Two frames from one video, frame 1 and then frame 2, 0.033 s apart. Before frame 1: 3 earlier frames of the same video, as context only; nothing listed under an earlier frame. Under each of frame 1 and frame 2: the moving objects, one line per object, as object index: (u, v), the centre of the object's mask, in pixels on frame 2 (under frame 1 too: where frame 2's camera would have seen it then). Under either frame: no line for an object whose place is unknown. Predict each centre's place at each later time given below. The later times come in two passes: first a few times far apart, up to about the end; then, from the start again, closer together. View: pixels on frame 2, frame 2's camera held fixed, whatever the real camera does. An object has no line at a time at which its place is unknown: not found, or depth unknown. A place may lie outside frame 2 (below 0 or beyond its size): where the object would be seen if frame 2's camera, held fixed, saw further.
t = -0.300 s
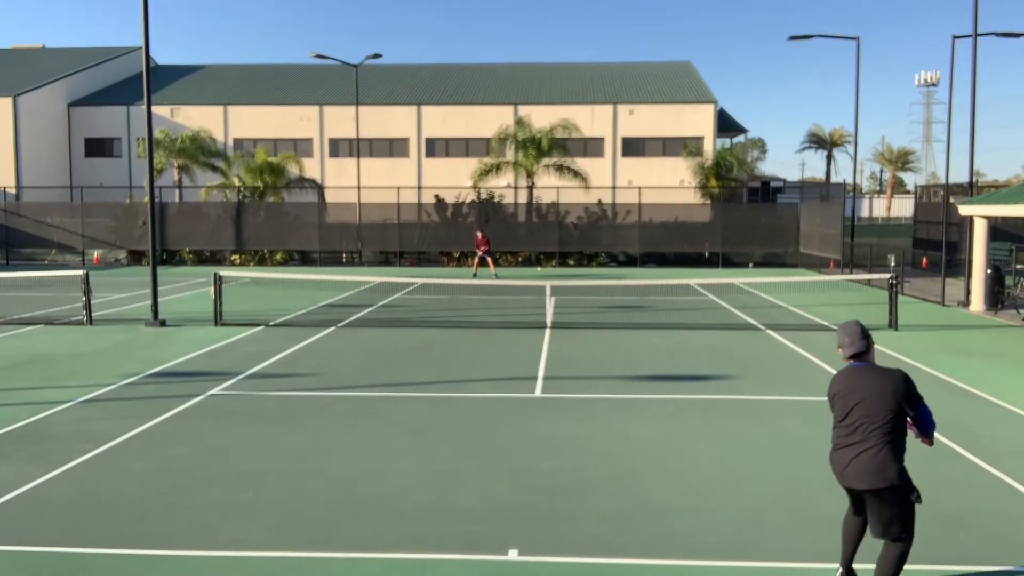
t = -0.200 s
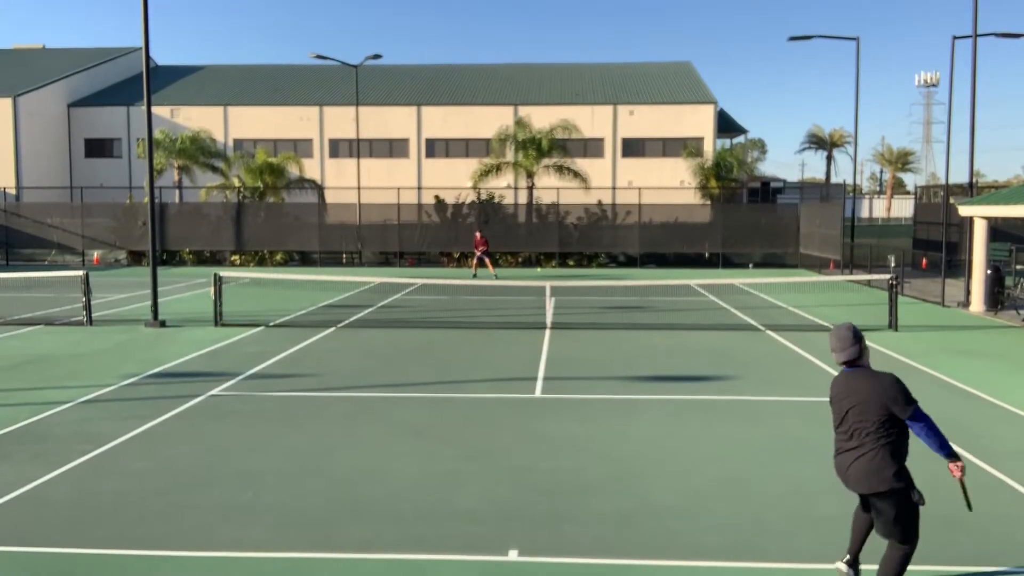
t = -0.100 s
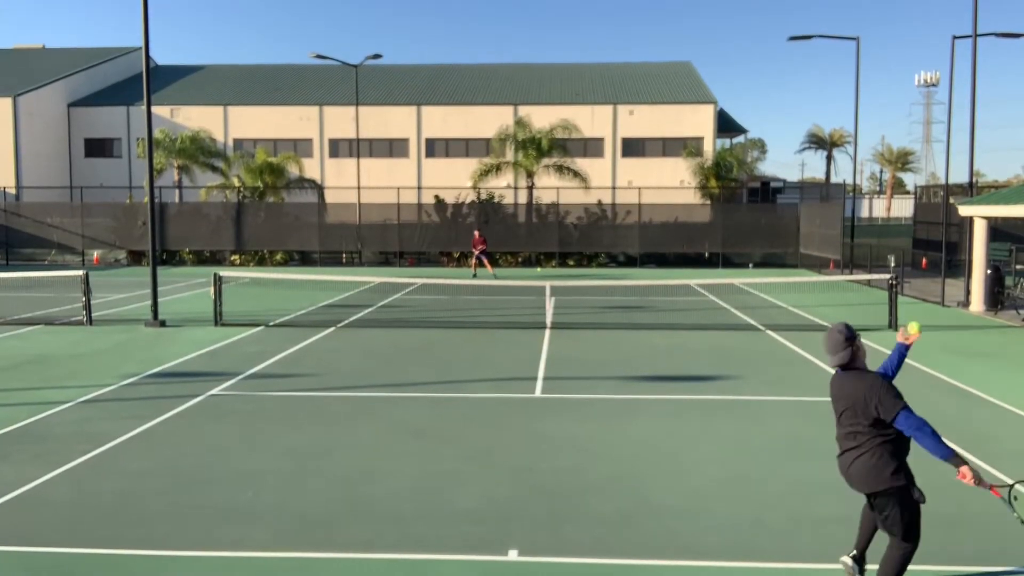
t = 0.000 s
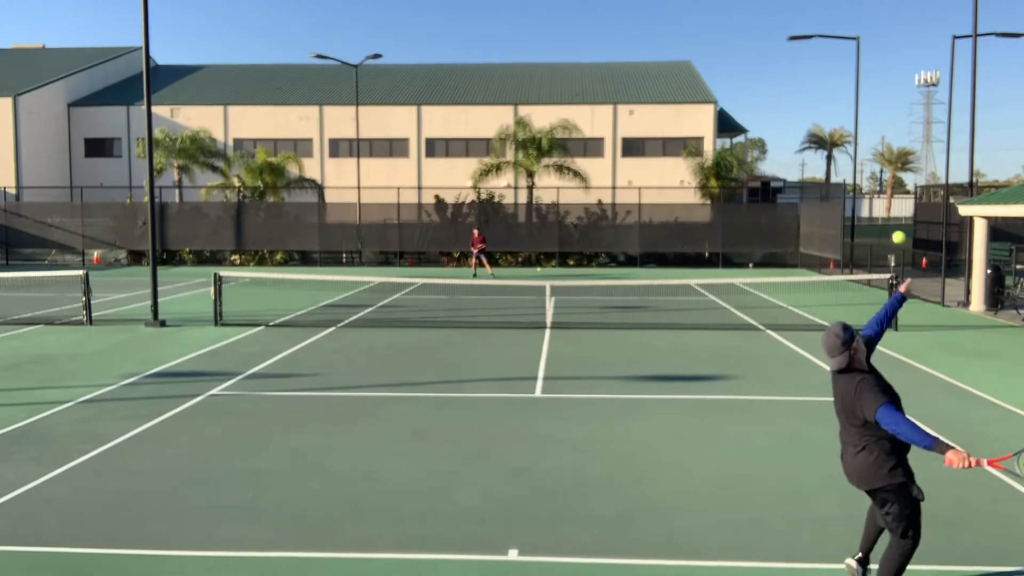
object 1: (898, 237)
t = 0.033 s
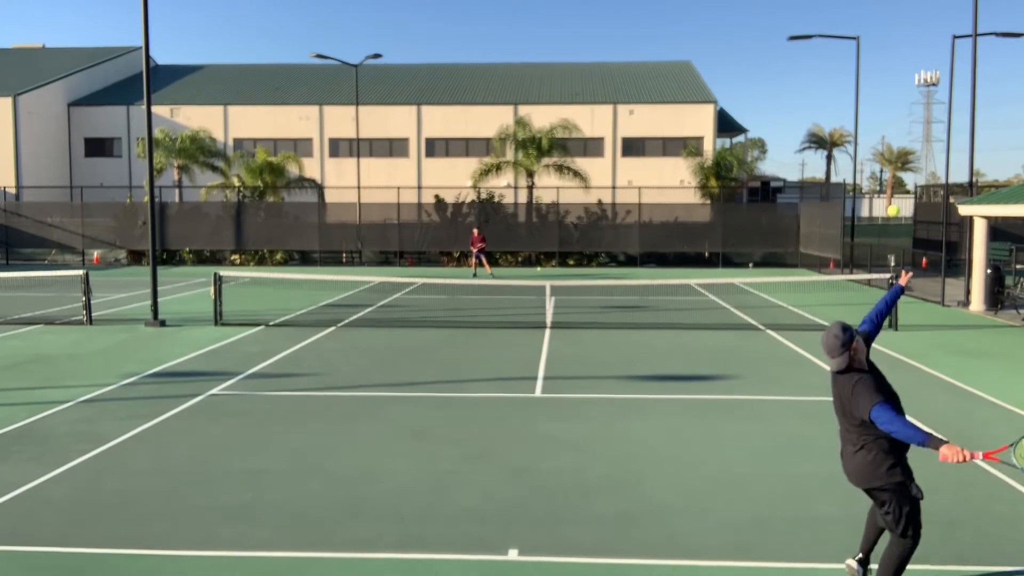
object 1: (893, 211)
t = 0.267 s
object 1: (856, 80)
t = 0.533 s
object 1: (812, 45)
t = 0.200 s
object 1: (866, 108)
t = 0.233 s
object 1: (861, 93)
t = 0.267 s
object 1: (856, 80)
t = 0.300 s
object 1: (850, 69)
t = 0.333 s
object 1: (845, 60)
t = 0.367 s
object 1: (839, 53)
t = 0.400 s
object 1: (834, 47)
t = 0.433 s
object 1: (828, 44)
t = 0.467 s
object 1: (823, 43)
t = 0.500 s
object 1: (817, 43)
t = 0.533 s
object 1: (812, 45)
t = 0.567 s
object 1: (806, 50)
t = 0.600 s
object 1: (800, 55)
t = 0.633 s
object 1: (794, 63)
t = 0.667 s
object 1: (789, 72)
